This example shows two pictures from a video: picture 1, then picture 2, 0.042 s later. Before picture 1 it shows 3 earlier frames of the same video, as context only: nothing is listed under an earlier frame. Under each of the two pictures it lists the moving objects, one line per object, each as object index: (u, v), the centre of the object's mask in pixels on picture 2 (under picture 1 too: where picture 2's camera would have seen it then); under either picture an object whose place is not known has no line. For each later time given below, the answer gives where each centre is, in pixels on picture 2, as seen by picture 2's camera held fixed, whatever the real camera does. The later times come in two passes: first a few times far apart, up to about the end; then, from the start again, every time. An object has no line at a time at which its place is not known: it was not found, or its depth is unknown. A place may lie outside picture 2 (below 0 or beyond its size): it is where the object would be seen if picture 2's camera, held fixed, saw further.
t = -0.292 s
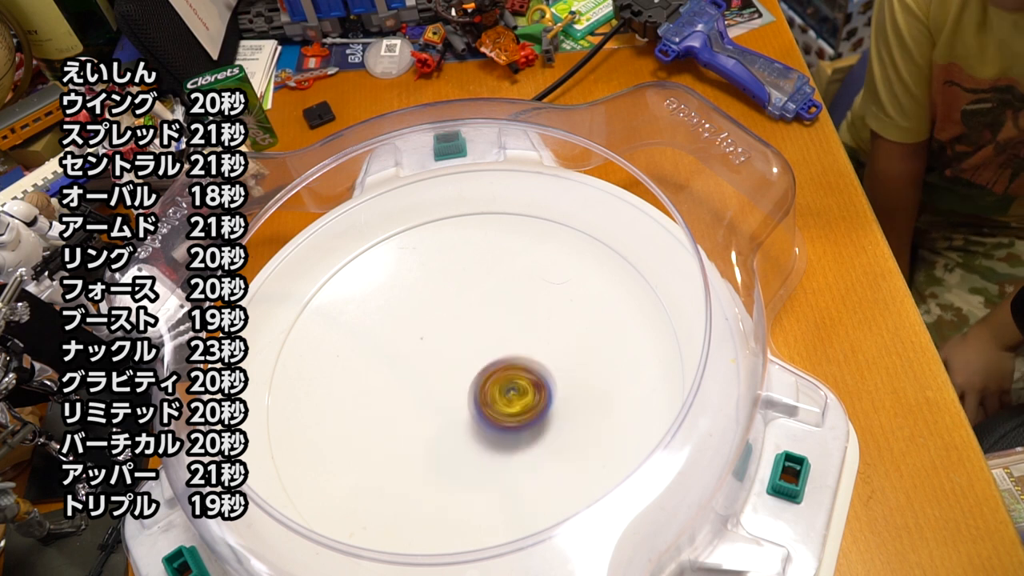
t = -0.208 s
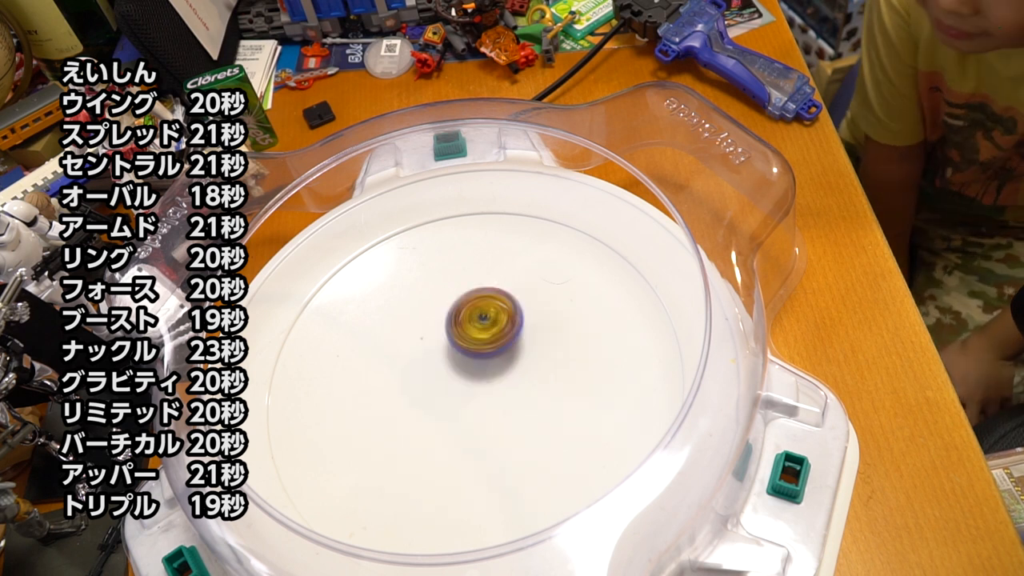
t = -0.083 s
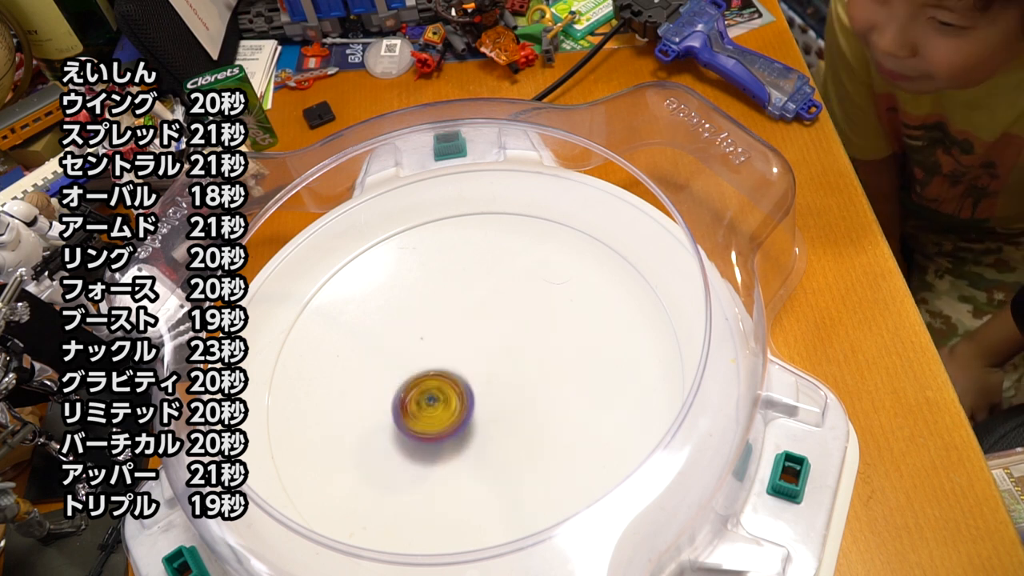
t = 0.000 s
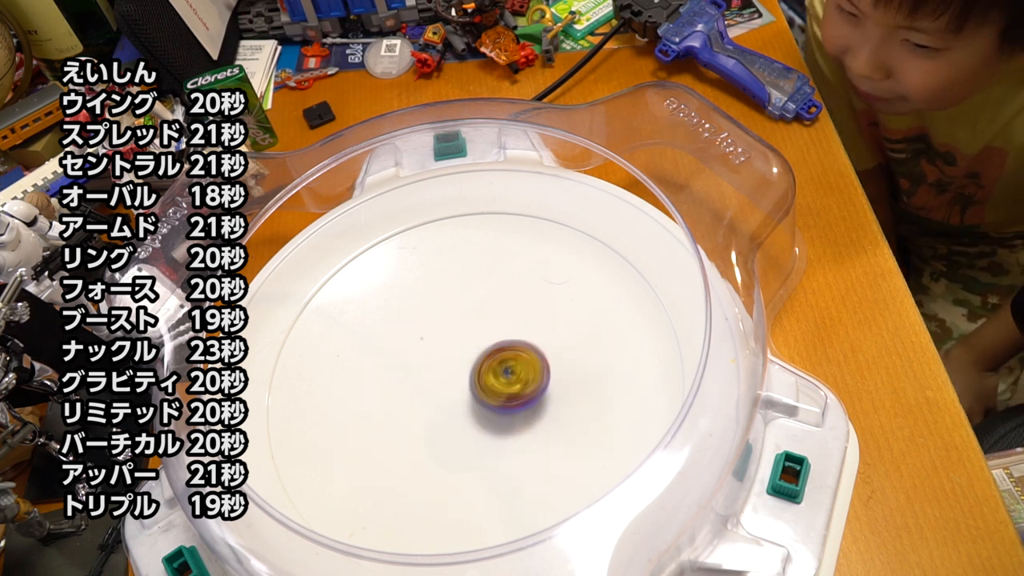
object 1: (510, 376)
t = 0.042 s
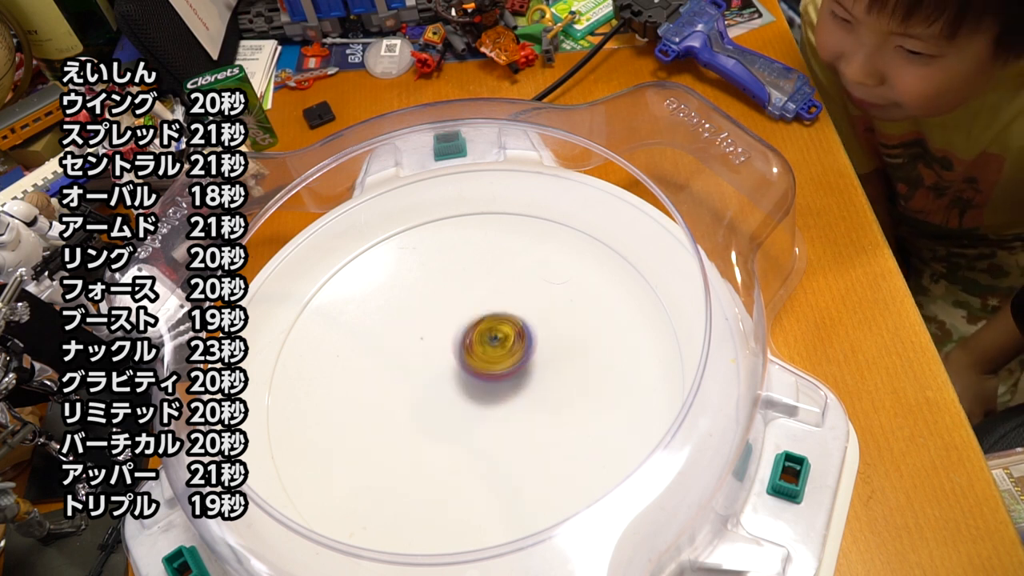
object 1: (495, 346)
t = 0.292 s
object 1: (480, 394)
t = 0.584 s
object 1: (452, 394)
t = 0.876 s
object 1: (439, 374)
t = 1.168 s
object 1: (453, 352)
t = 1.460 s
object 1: (483, 362)
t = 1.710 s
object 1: (461, 395)
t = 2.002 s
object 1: (451, 375)
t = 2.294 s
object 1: (486, 375)
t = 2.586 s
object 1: (433, 370)
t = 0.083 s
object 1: (462, 338)
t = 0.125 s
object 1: (438, 351)
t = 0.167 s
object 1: (429, 375)
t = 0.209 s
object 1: (437, 399)
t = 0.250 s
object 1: (458, 405)
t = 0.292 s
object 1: (480, 394)
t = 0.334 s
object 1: (492, 373)
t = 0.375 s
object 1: (489, 354)
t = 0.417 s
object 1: (473, 344)
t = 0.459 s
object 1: (453, 348)
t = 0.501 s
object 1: (440, 363)
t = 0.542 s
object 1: (440, 382)
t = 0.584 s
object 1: (452, 394)
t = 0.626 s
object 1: (471, 395)
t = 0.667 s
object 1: (486, 383)
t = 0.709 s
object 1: (488, 366)
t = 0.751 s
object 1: (479, 355)
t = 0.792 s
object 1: (462, 350)
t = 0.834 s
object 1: (446, 358)
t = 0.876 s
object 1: (439, 374)
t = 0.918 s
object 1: (446, 391)
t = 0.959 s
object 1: (465, 397)
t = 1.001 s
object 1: (483, 388)
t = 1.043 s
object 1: (488, 373)
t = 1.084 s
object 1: (484, 362)
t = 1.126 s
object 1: (473, 351)
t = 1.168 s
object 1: (453, 352)
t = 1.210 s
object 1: (442, 365)
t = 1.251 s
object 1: (438, 377)
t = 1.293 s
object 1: (445, 393)
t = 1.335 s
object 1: (464, 396)
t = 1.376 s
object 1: (477, 390)
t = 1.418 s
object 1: (490, 376)
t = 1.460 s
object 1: (483, 362)
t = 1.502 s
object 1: (474, 353)
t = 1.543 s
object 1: (456, 352)
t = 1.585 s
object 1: (446, 361)
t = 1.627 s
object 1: (437, 376)
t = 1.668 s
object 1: (443, 386)
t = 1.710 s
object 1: (461, 395)
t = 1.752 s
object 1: (473, 387)
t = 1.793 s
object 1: (484, 377)
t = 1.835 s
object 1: (489, 370)
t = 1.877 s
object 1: (481, 357)
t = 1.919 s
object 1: (469, 356)
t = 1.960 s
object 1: (460, 364)
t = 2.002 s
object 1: (451, 375)
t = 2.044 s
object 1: (447, 386)
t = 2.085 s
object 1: (454, 389)
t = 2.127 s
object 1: (471, 386)
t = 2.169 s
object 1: (476, 378)
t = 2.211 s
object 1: (480, 372)
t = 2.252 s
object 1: (480, 373)
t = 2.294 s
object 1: (486, 375)
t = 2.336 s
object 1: (490, 371)
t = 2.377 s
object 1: (480, 364)
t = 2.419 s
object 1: (471, 359)
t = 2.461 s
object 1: (459, 356)
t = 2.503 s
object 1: (446, 357)
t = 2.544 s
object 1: (436, 366)
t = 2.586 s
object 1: (433, 370)
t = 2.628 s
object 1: (445, 367)
